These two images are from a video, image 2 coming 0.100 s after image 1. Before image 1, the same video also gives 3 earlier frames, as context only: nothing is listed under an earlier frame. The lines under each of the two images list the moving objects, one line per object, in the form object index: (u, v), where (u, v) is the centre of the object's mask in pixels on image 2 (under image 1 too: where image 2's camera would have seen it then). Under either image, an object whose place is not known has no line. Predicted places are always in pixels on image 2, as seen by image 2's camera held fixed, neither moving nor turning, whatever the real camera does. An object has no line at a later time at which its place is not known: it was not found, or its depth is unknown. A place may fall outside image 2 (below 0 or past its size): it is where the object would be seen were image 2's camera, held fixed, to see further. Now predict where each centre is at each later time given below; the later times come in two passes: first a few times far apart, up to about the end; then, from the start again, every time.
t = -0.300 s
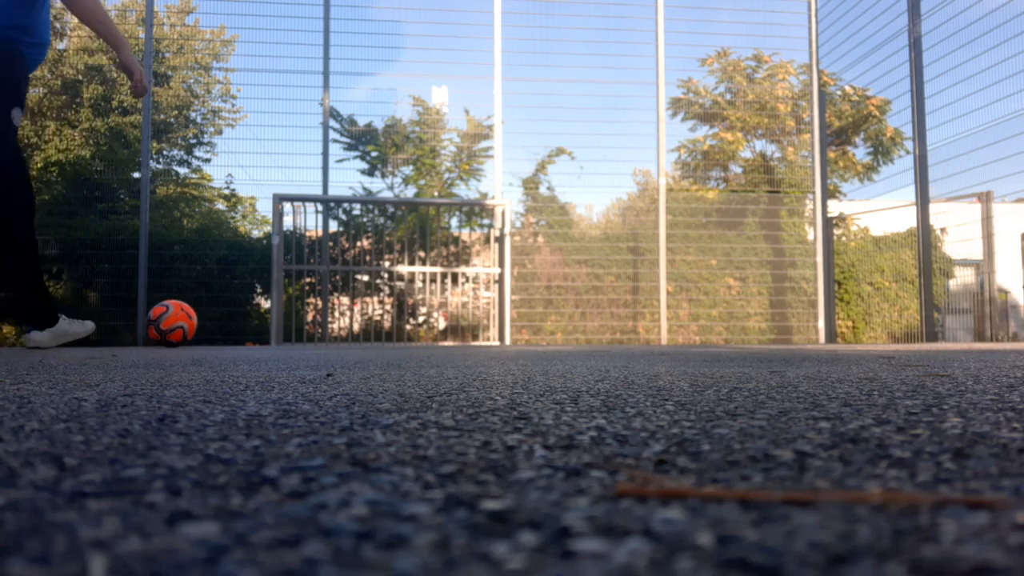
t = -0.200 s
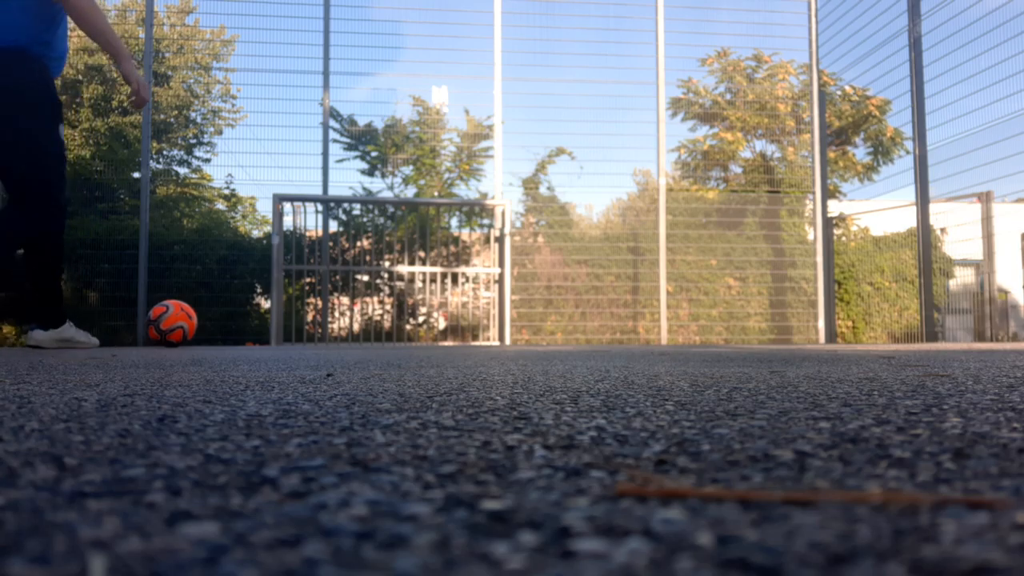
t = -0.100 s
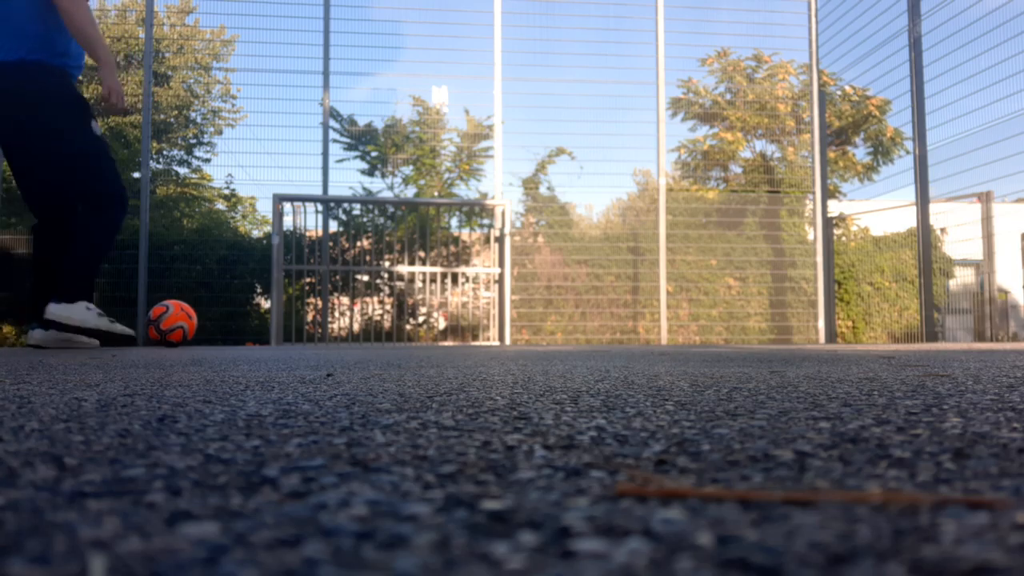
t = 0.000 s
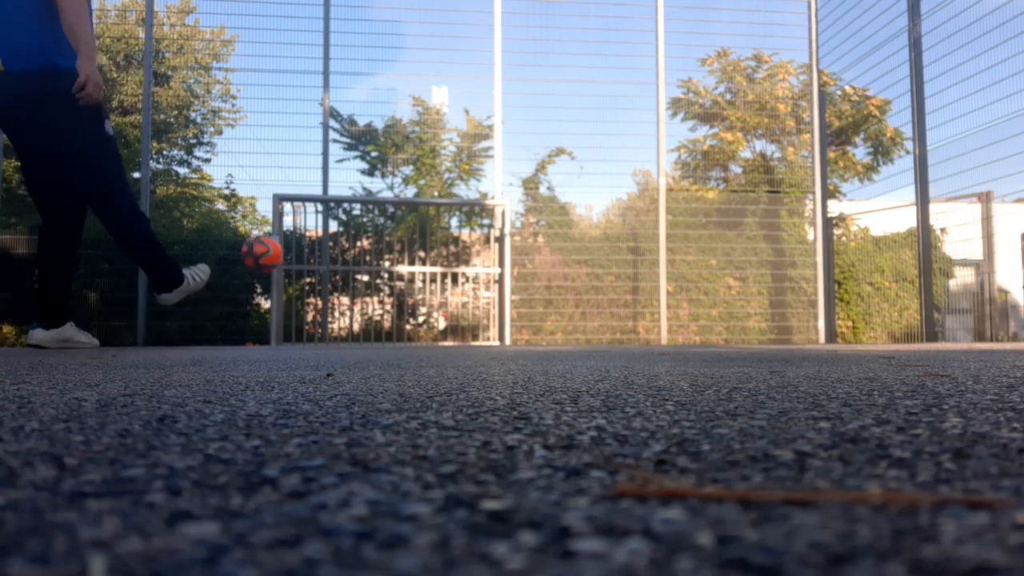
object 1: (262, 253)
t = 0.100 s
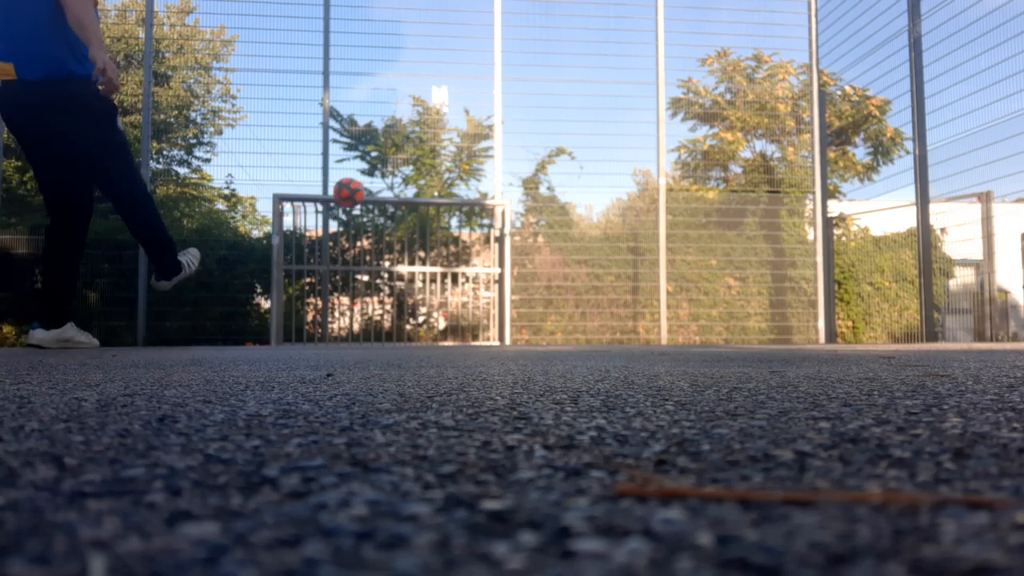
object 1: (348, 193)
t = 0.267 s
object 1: (433, 155)
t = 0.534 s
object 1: (500, 169)
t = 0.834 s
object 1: (543, 220)
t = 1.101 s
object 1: (597, 276)
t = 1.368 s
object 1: (652, 305)
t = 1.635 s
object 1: (695, 245)
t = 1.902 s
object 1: (746, 245)
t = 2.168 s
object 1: (808, 329)
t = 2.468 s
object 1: (888, 268)
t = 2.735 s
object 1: (978, 291)
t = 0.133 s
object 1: (370, 180)
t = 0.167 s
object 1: (389, 171)
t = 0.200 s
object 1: (405, 164)
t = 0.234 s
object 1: (420, 158)
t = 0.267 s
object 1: (433, 155)
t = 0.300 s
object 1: (445, 153)
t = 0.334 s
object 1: (455, 152)
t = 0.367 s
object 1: (465, 153)
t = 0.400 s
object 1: (473, 154)
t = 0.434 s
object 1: (481, 156)
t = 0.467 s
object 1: (486, 160)
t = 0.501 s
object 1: (494, 165)
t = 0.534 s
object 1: (500, 169)
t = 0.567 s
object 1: (505, 174)
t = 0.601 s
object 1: (510, 180)
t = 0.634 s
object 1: (516, 186)
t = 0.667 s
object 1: (520, 193)
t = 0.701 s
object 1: (524, 200)
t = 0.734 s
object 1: (527, 207)
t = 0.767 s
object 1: (530, 215)
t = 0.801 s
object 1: (535, 218)
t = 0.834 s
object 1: (543, 220)
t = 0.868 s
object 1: (548, 224)
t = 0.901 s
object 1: (554, 228)
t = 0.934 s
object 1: (561, 233)
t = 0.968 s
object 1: (568, 240)
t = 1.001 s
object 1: (574, 247)
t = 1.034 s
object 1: (582, 255)
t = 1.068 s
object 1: (589, 265)
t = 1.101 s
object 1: (597, 276)
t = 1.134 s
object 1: (605, 288)
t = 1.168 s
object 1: (613, 301)
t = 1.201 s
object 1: (622, 316)
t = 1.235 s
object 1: (630, 332)
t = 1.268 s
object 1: (638, 339)
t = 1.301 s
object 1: (643, 329)
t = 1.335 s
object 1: (647, 316)
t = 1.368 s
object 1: (652, 305)
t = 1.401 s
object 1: (656, 295)
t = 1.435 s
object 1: (662, 286)
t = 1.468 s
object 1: (668, 277)
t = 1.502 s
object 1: (673, 269)
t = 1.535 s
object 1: (678, 260)
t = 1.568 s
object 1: (683, 254)
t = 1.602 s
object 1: (689, 249)
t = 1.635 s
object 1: (695, 245)
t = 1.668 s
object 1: (701, 241)
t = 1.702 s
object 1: (707, 238)
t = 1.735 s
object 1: (713, 236)
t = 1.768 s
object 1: (719, 236)
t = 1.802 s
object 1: (726, 237)
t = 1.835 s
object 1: (732, 238)
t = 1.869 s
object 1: (739, 241)
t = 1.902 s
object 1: (746, 245)
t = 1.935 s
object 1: (753, 251)
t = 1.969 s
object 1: (760, 258)
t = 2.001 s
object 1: (768, 265)
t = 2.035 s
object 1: (776, 275)
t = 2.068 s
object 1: (783, 286)
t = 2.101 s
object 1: (792, 298)
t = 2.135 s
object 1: (800, 313)
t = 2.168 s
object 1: (808, 329)
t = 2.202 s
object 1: (816, 333)
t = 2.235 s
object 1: (824, 321)
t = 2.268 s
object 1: (833, 310)
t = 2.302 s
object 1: (842, 300)
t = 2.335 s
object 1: (850, 291)
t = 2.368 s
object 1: (860, 284)
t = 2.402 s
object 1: (868, 277)
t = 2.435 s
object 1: (878, 273)
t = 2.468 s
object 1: (888, 268)
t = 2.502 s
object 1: (898, 266)
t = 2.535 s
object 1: (909, 265)
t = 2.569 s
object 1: (919, 265)
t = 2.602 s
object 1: (930, 267)
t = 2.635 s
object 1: (941, 270)
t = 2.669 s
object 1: (952, 275)
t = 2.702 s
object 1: (965, 281)
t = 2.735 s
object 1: (978, 291)
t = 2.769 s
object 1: (991, 301)
